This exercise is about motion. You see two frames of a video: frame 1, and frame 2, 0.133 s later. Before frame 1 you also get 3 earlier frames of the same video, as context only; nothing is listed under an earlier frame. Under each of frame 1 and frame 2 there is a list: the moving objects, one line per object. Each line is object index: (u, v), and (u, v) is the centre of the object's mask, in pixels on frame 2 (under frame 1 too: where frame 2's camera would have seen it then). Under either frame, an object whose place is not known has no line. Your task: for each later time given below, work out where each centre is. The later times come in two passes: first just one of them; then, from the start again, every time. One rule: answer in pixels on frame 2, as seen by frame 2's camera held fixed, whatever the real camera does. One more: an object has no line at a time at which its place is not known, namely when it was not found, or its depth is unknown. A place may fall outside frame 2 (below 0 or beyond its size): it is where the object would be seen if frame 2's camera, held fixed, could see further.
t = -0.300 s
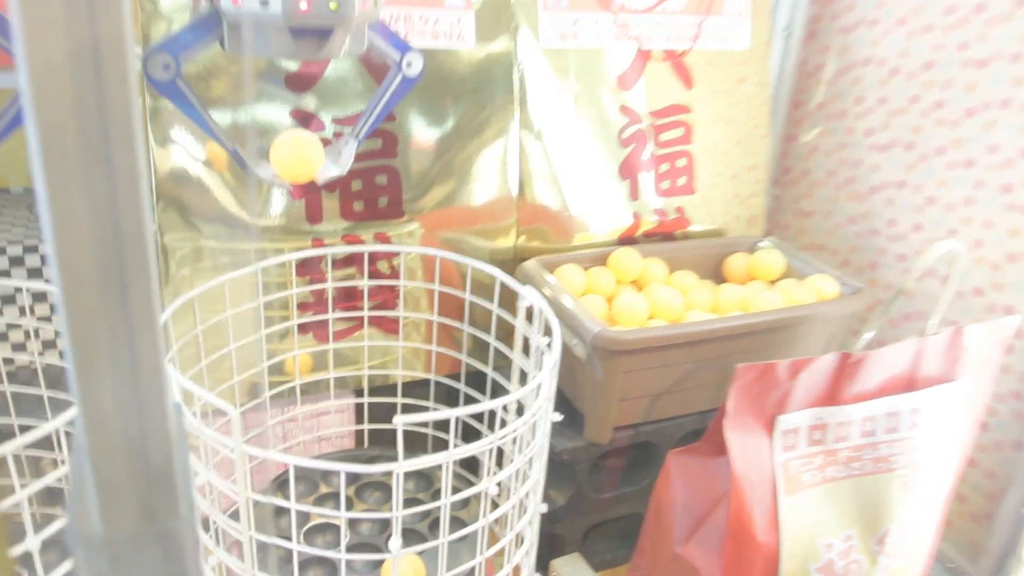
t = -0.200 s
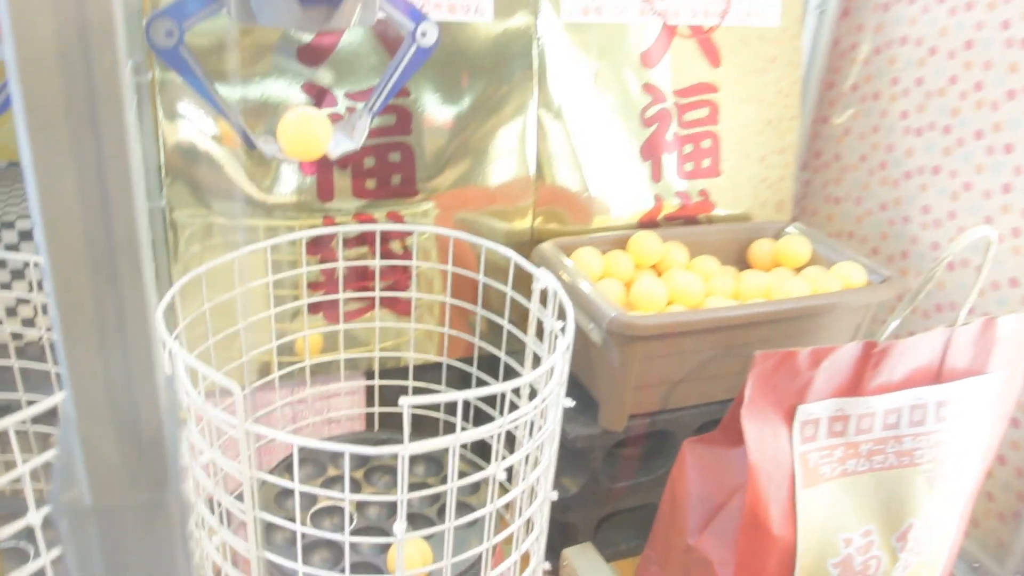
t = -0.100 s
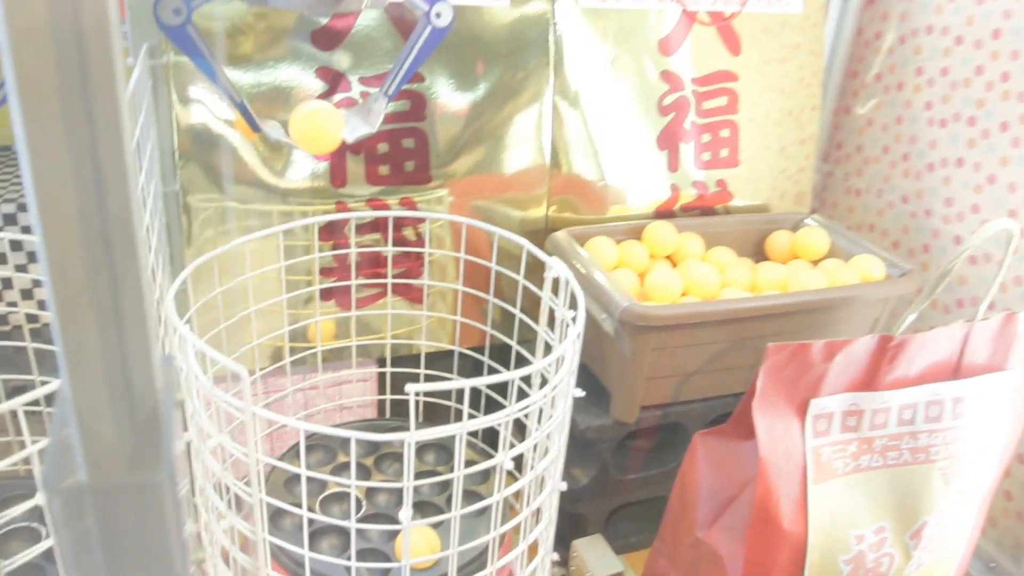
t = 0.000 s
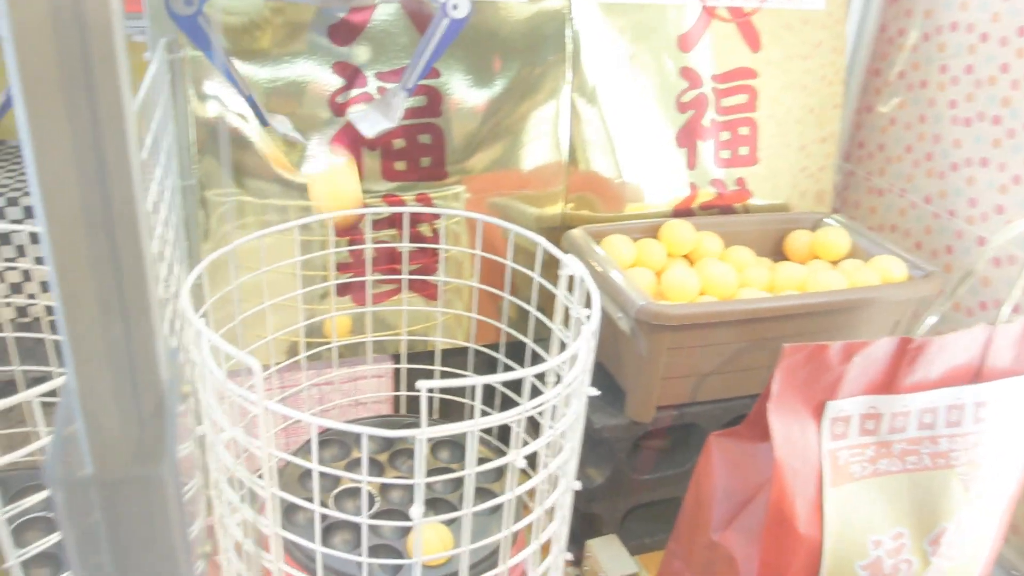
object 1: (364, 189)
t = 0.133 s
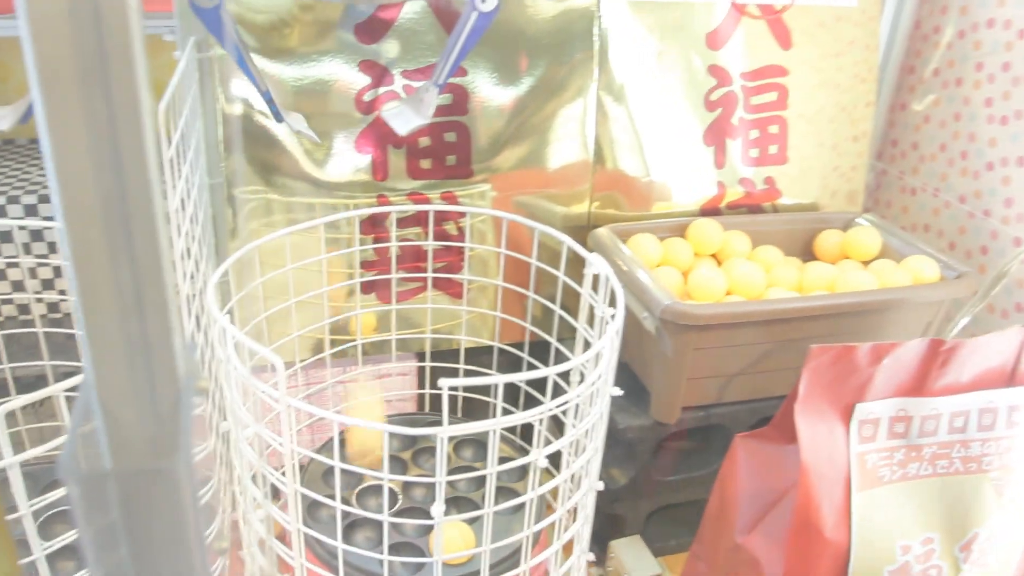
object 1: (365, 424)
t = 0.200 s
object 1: (402, 453)
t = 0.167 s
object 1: (376, 466)
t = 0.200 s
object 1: (402, 453)
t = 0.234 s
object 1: (435, 435)
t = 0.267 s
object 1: (474, 433)
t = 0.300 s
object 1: (504, 436)
